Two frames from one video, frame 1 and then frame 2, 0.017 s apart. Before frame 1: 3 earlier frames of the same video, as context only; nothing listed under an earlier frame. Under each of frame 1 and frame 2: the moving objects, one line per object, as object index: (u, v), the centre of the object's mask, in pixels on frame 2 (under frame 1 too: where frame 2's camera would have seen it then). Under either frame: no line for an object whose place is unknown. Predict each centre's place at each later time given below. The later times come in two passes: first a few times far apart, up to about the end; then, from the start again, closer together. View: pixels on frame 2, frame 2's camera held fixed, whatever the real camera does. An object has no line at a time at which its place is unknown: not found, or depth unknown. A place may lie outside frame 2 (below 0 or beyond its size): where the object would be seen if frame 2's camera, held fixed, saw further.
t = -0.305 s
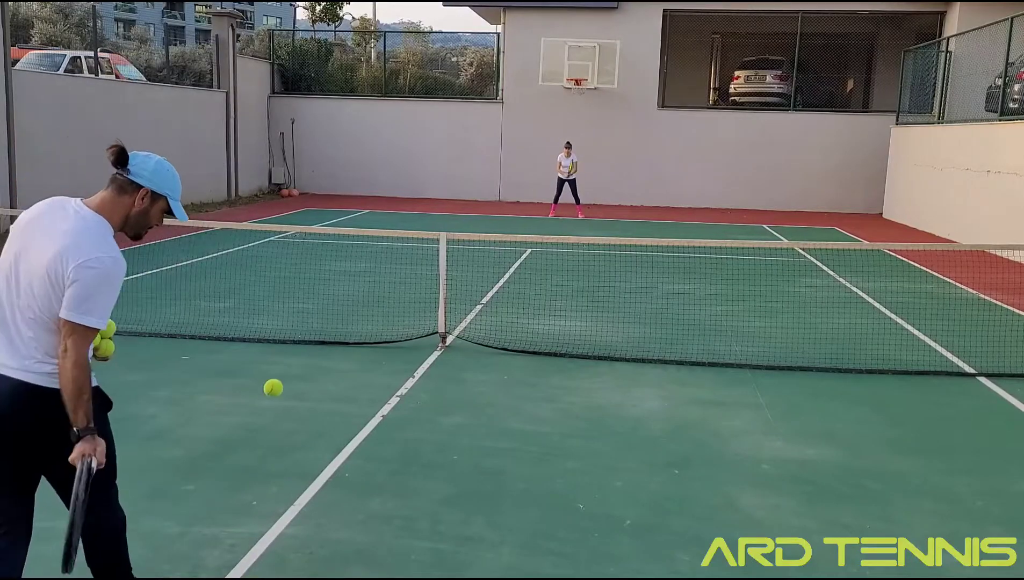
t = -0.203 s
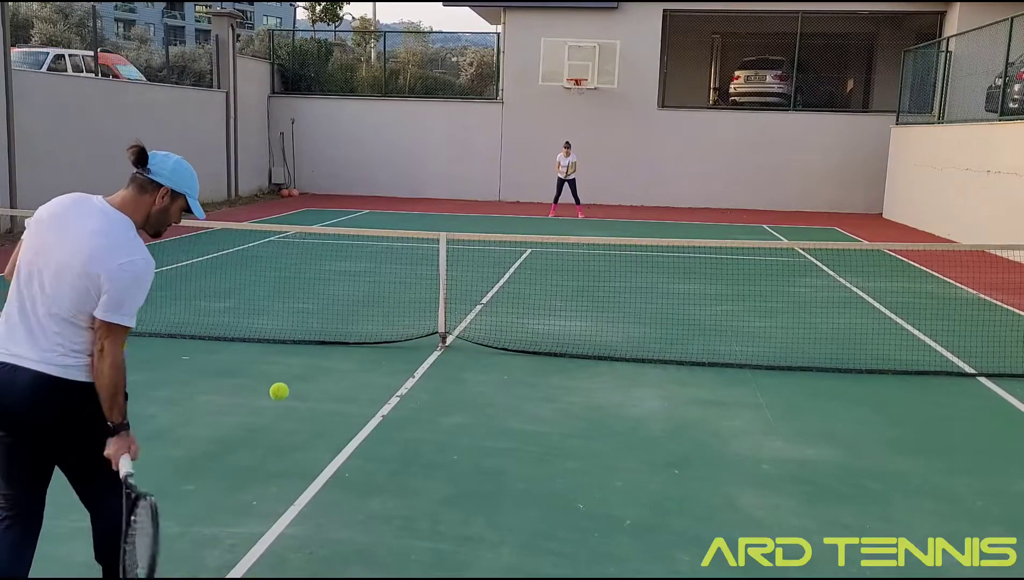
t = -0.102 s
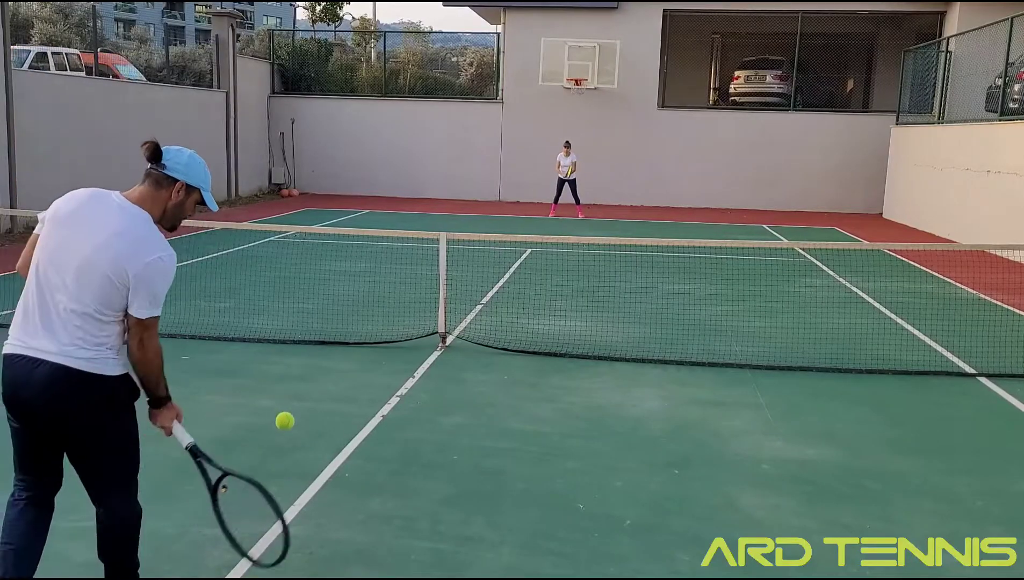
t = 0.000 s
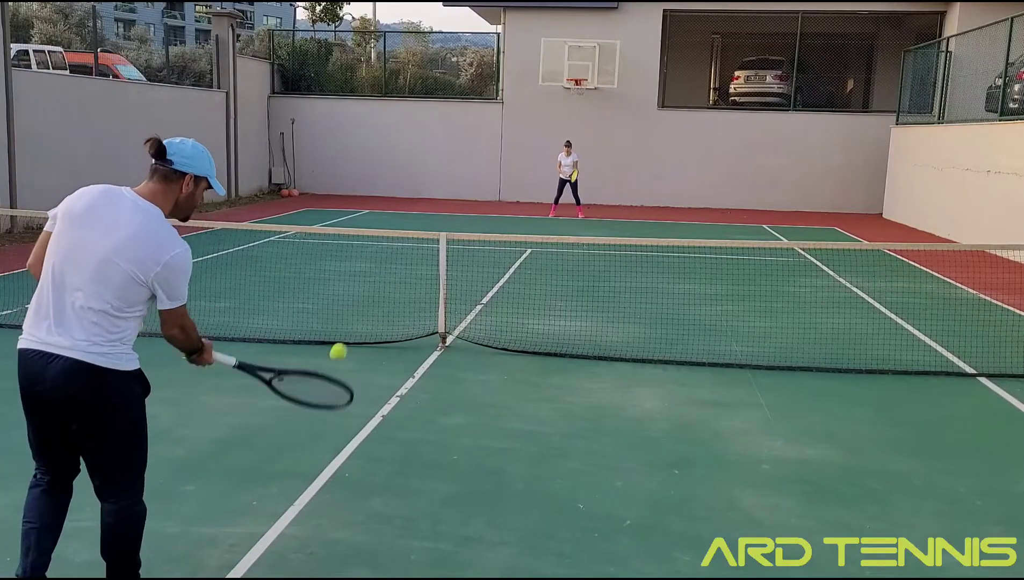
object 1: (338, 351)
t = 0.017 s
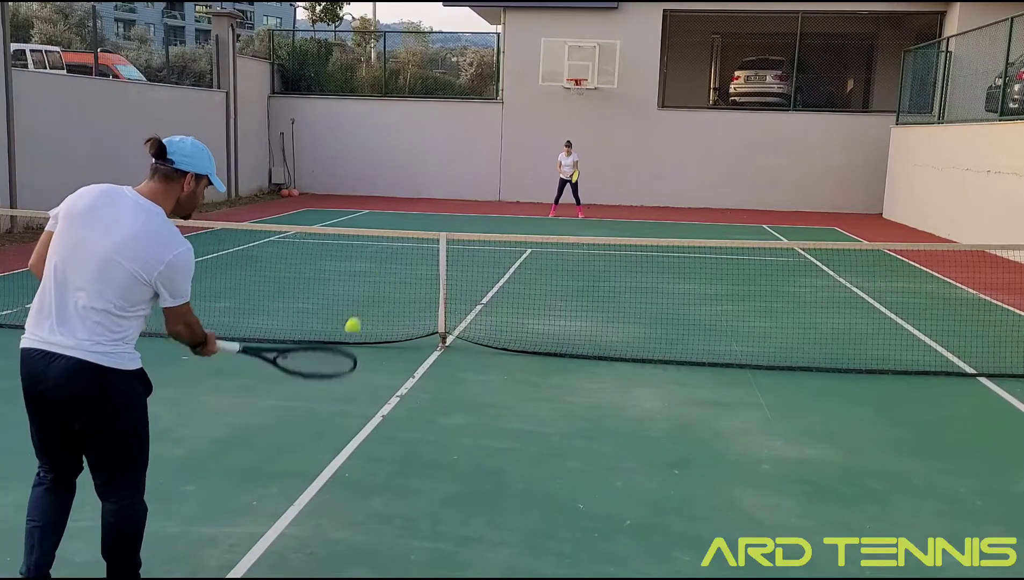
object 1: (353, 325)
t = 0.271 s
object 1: (474, 152)
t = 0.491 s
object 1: (517, 138)
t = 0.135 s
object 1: (426, 208)
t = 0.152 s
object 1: (433, 198)
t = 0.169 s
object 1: (439, 189)
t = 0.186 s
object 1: (446, 180)
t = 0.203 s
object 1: (453, 173)
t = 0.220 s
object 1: (458, 166)
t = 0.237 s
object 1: (464, 161)
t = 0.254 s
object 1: (469, 156)
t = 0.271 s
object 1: (474, 152)
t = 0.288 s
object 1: (478, 148)
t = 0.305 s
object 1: (483, 145)
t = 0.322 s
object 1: (487, 142)
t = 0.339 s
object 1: (491, 140)
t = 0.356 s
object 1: (494, 139)
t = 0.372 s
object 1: (498, 137)
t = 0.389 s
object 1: (500, 136)
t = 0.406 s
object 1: (504, 136)
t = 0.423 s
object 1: (507, 135)
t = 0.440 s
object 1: (510, 136)
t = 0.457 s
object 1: (512, 136)
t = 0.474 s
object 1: (515, 137)
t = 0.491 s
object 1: (517, 138)
